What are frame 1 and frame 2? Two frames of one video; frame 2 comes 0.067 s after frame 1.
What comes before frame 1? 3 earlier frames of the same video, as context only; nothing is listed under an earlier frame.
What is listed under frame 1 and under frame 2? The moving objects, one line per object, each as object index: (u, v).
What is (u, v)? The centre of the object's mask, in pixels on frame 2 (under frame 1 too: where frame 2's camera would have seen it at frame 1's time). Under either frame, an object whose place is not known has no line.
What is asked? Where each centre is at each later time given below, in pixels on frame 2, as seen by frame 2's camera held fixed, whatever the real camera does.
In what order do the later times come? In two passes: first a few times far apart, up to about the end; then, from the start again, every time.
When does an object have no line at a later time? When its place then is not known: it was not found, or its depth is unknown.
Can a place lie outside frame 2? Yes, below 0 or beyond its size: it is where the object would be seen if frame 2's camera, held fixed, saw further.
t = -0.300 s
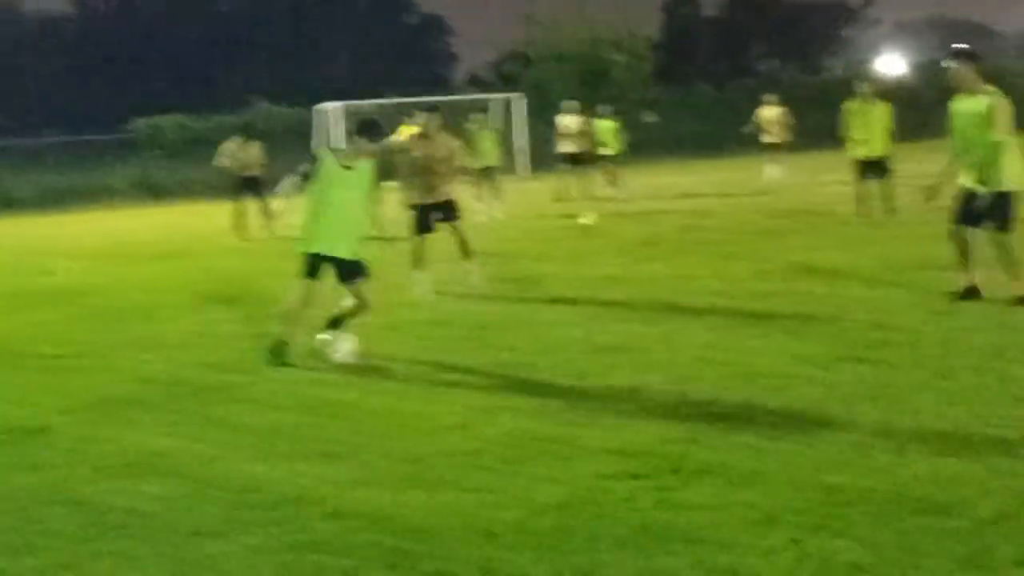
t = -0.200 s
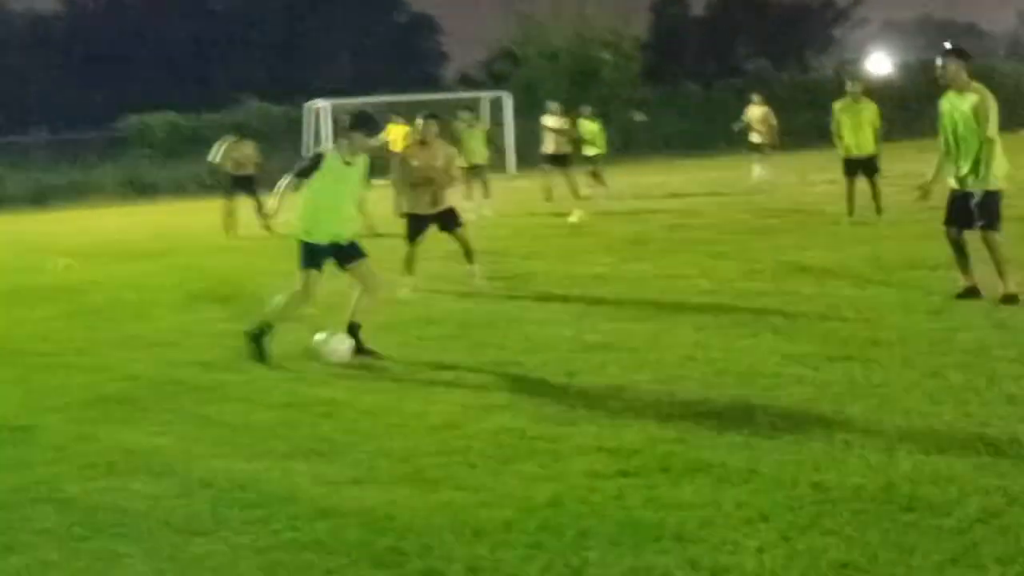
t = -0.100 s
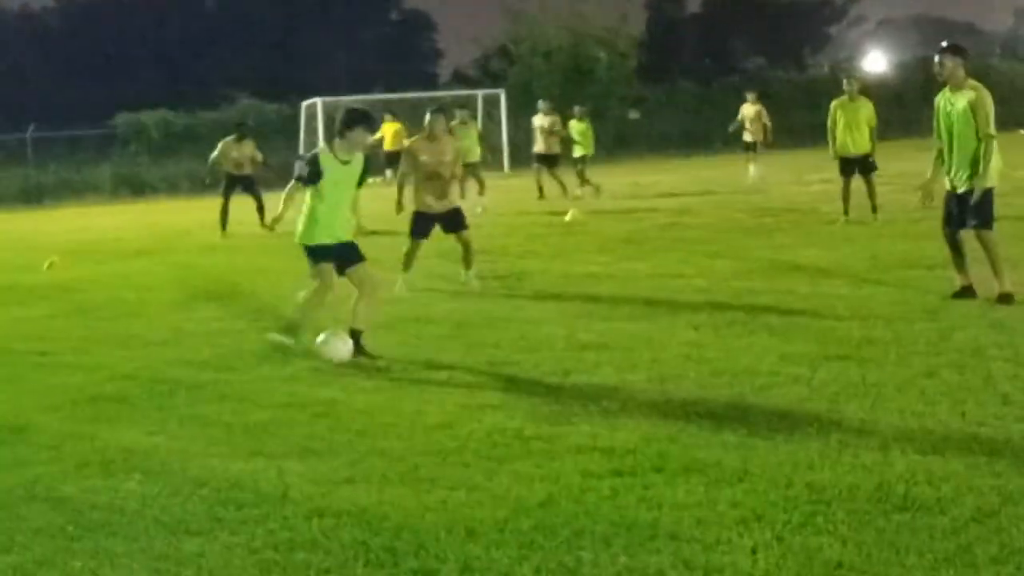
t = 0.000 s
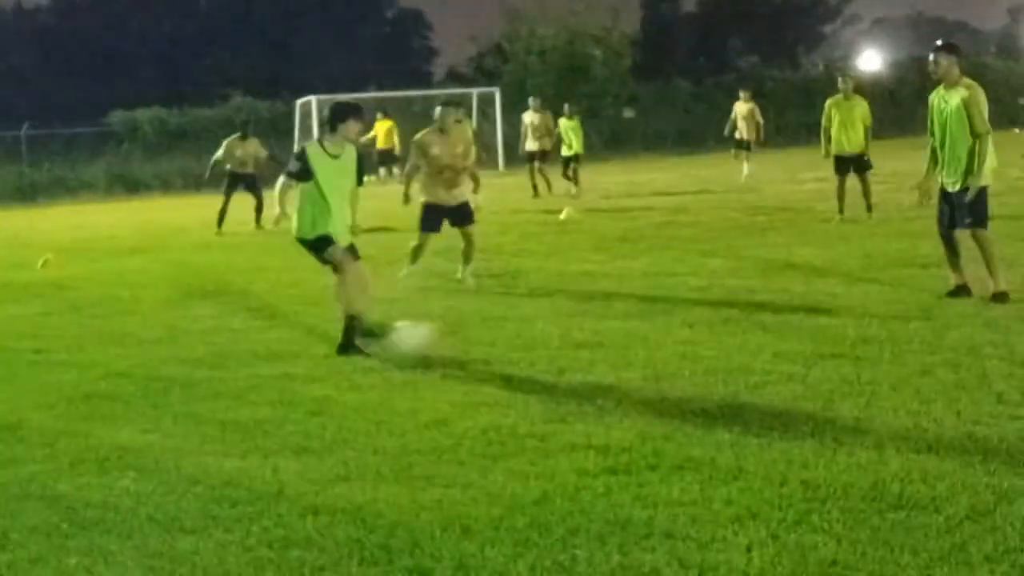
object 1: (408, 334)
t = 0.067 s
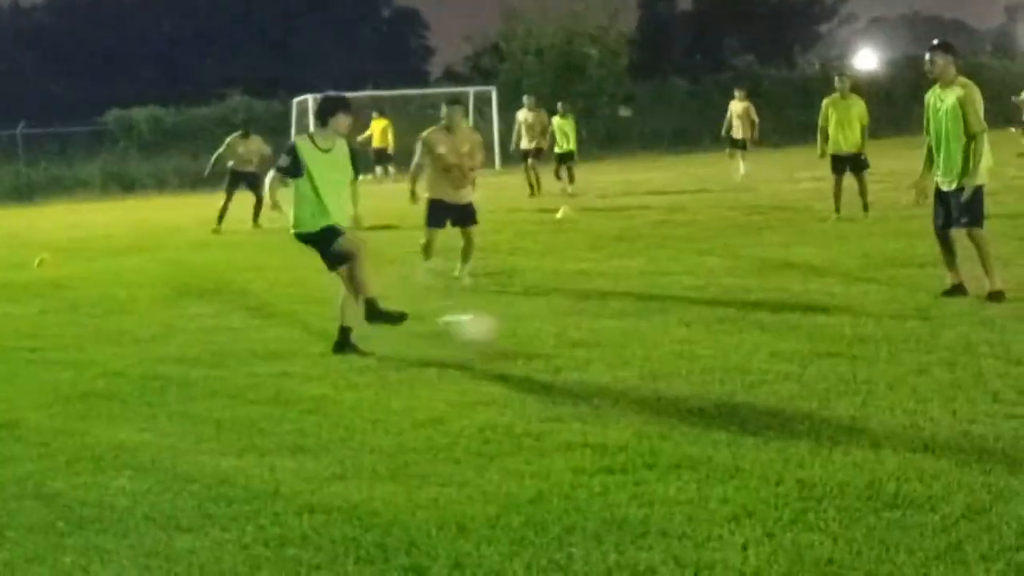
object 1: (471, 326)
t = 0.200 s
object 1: (598, 324)
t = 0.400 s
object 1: (752, 314)
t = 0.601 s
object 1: (885, 303)
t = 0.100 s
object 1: (505, 324)
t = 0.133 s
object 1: (537, 325)
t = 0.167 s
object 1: (570, 326)
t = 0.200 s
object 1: (598, 324)
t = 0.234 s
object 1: (625, 319)
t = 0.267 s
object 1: (650, 317)
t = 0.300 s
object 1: (677, 316)
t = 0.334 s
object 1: (702, 316)
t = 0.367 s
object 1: (728, 316)
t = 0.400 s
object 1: (752, 314)
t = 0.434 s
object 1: (774, 312)
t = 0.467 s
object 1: (797, 311)
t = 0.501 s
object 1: (821, 308)
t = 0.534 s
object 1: (842, 304)
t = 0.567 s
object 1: (864, 303)
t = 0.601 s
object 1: (885, 303)
